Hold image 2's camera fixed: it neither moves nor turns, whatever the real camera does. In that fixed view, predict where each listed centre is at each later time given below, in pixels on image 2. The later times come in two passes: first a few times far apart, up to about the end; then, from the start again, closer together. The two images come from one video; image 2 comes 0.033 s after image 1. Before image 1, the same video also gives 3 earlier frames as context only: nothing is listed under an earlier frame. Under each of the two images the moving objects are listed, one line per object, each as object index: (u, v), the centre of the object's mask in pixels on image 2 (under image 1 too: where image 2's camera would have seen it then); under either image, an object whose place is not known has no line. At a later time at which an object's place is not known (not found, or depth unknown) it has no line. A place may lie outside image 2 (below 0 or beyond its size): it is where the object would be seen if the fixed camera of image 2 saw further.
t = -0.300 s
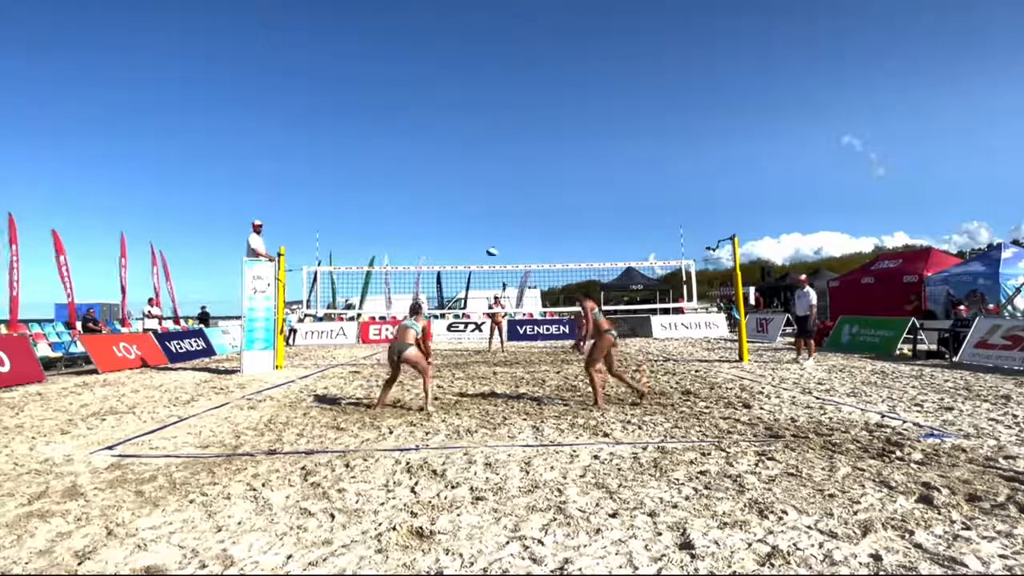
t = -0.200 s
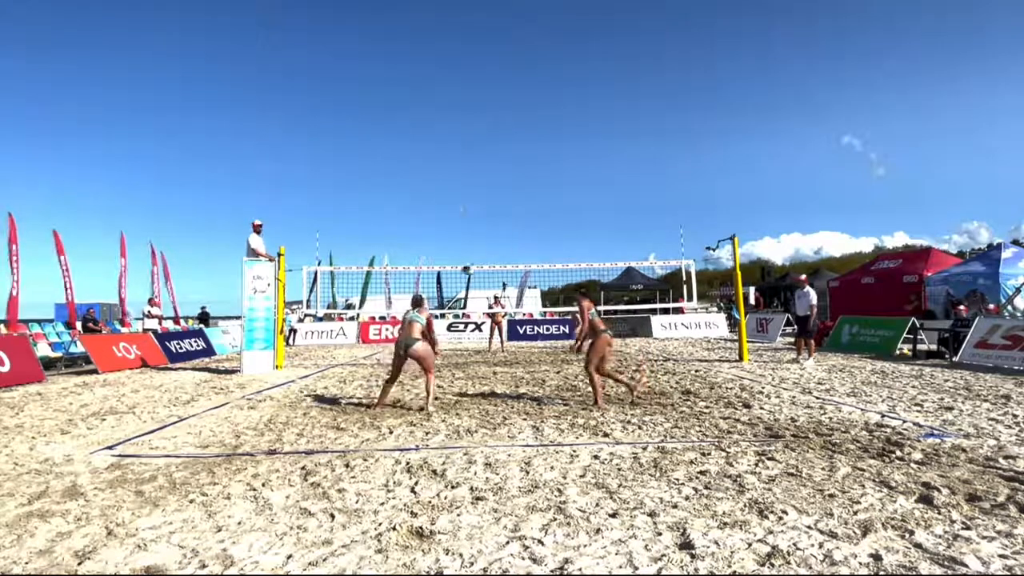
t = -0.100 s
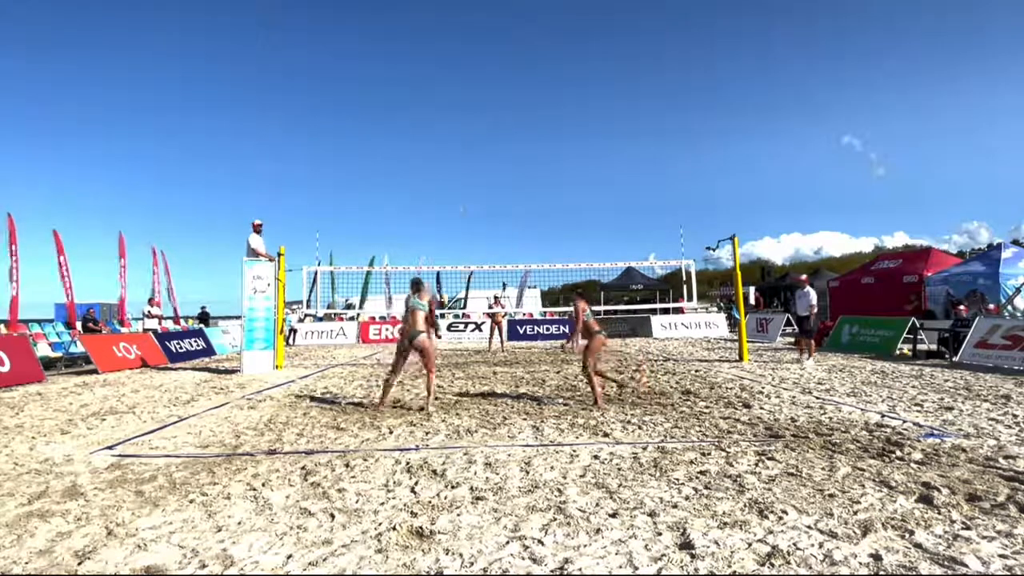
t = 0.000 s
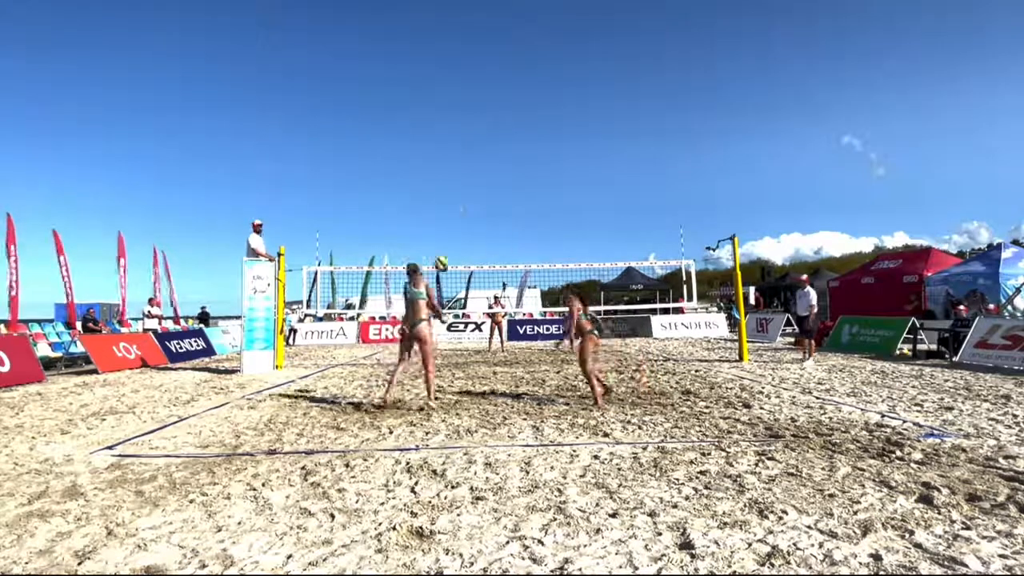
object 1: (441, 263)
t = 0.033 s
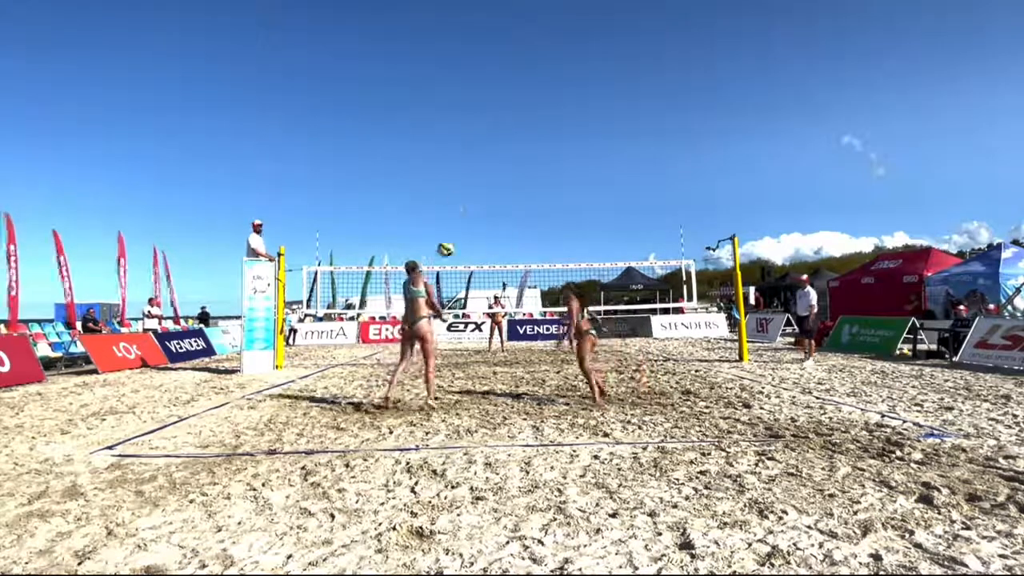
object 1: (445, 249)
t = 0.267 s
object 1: (468, 173)
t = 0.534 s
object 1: (491, 144)
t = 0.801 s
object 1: (514, 158)
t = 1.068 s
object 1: (534, 208)
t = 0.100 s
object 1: (452, 223)
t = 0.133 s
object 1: (454, 211)
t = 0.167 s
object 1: (457, 199)
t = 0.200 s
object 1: (462, 191)
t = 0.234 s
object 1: (465, 183)
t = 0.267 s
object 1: (468, 173)
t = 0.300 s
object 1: (471, 167)
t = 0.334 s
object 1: (473, 162)
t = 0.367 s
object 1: (476, 158)
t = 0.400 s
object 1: (480, 152)
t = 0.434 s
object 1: (482, 148)
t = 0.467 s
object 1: (485, 146)
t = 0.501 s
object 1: (488, 144)
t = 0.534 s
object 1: (491, 144)
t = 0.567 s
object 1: (494, 143)
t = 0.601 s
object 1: (497, 144)
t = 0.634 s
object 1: (500, 144)
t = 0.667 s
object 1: (503, 146)
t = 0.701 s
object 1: (505, 147)
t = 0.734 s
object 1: (509, 150)
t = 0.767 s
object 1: (511, 152)
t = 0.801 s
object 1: (514, 158)
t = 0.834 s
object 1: (517, 160)
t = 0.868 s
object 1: (519, 166)
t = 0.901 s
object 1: (522, 172)
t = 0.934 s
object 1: (524, 178)
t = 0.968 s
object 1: (526, 185)
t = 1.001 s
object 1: (529, 192)
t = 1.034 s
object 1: (531, 199)
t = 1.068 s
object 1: (534, 208)
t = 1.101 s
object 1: (537, 217)
